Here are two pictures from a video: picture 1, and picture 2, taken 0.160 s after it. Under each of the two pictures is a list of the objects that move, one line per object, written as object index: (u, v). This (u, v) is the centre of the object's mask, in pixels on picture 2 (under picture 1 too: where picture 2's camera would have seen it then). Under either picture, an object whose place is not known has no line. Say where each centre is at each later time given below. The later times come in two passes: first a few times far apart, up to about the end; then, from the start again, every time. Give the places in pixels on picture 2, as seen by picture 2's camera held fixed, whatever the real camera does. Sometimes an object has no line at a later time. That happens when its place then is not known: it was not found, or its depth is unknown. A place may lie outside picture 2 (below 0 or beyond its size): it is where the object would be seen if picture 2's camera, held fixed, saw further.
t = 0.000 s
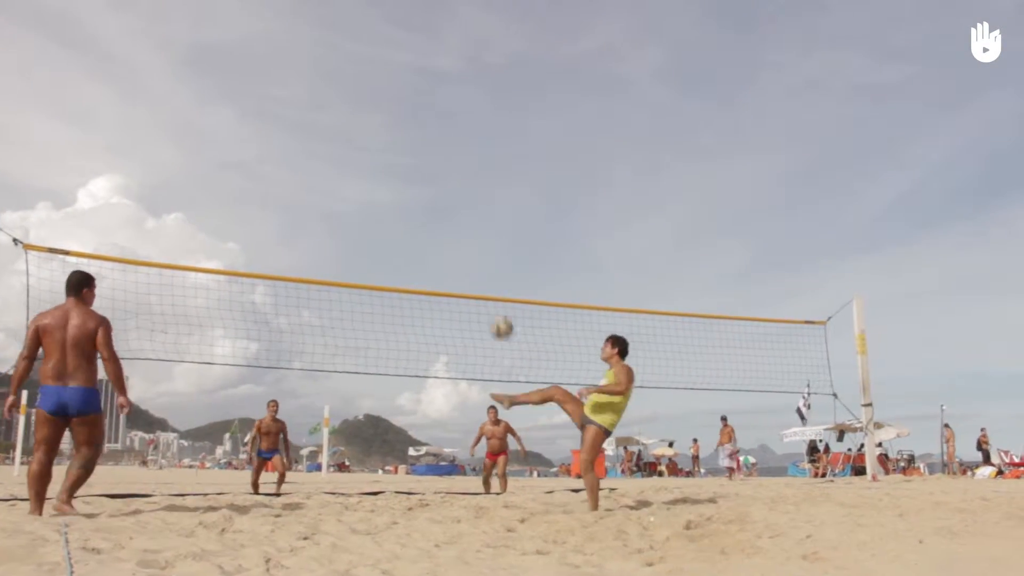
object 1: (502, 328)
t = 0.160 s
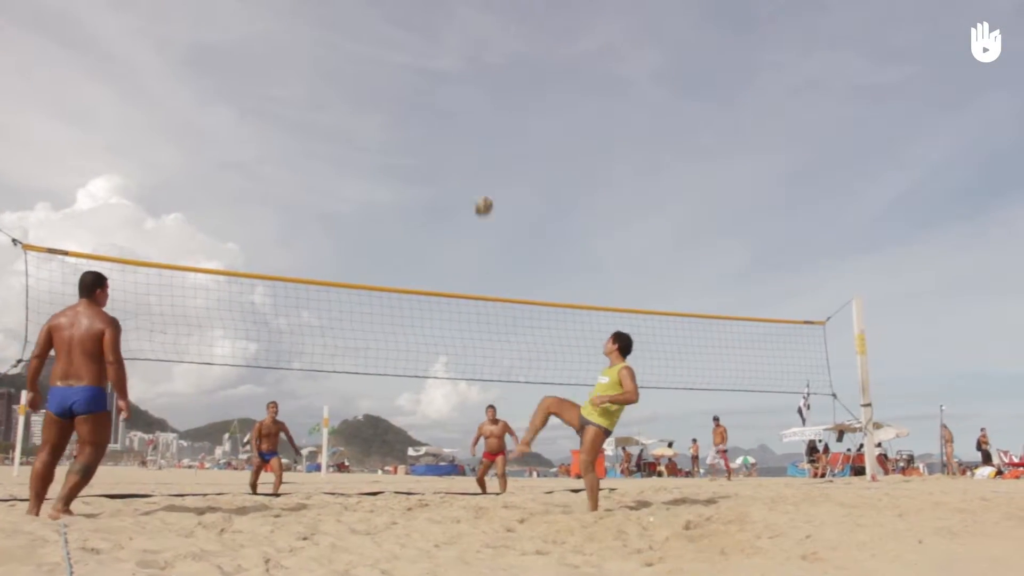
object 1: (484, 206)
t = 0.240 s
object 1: (474, 162)
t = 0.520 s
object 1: (448, 75)
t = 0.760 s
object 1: (430, 60)
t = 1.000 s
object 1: (415, 83)
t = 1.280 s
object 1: (397, 151)
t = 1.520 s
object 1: (381, 236)
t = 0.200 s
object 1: (477, 181)
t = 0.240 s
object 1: (474, 162)
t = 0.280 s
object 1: (470, 144)
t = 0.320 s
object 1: (466, 127)
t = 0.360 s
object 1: (462, 113)
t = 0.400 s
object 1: (458, 101)
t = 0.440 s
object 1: (455, 92)
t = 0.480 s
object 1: (451, 83)
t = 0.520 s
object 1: (448, 75)
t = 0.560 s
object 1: (445, 71)
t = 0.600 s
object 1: (442, 66)
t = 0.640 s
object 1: (439, 64)
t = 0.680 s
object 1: (436, 60)
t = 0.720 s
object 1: (433, 60)
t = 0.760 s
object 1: (430, 60)
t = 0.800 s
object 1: (427, 62)
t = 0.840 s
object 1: (424, 65)
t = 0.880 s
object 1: (422, 68)
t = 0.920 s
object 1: (419, 73)
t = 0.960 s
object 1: (416, 77)
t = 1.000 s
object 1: (415, 83)
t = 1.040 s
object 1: (411, 91)
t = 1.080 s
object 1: (409, 99)
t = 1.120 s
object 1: (406, 108)
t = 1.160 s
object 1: (404, 117)
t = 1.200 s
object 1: (402, 128)
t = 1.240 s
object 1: (399, 140)
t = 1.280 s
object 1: (397, 151)
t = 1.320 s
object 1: (394, 164)
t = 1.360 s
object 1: (392, 177)
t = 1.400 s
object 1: (389, 191)
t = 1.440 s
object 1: (387, 206)
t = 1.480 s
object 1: (383, 220)
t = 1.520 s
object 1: (381, 236)
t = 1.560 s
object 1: (379, 254)
